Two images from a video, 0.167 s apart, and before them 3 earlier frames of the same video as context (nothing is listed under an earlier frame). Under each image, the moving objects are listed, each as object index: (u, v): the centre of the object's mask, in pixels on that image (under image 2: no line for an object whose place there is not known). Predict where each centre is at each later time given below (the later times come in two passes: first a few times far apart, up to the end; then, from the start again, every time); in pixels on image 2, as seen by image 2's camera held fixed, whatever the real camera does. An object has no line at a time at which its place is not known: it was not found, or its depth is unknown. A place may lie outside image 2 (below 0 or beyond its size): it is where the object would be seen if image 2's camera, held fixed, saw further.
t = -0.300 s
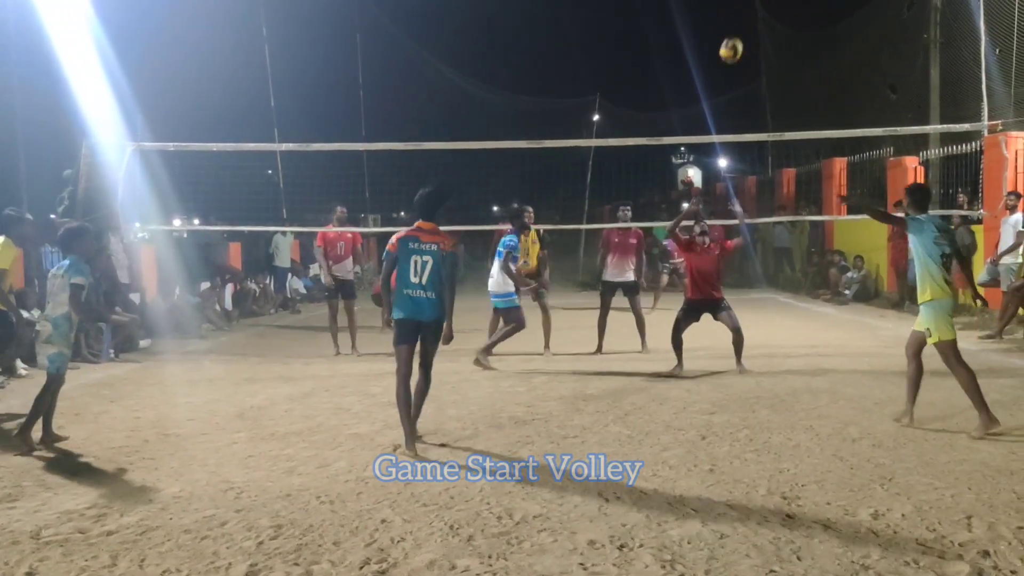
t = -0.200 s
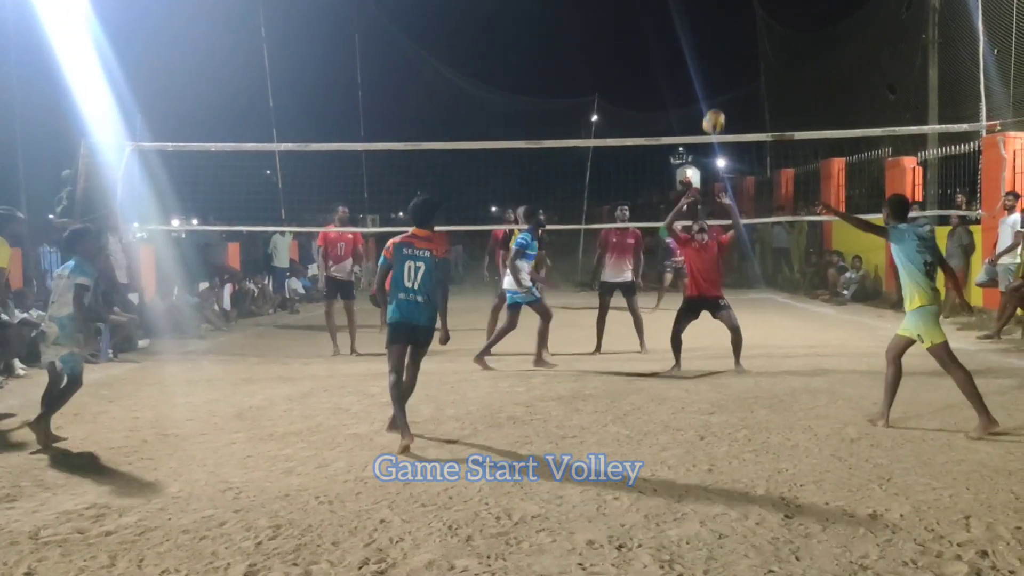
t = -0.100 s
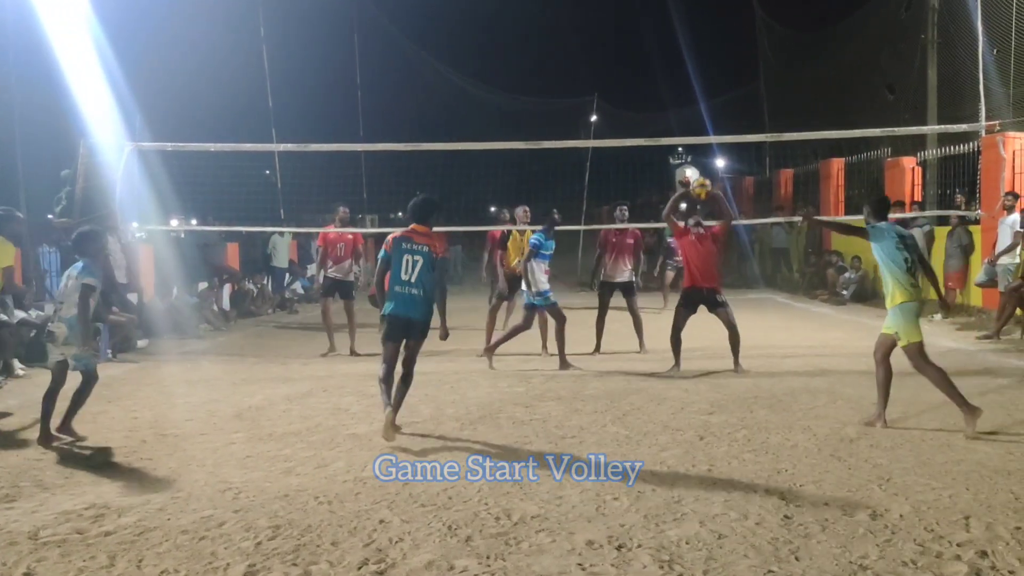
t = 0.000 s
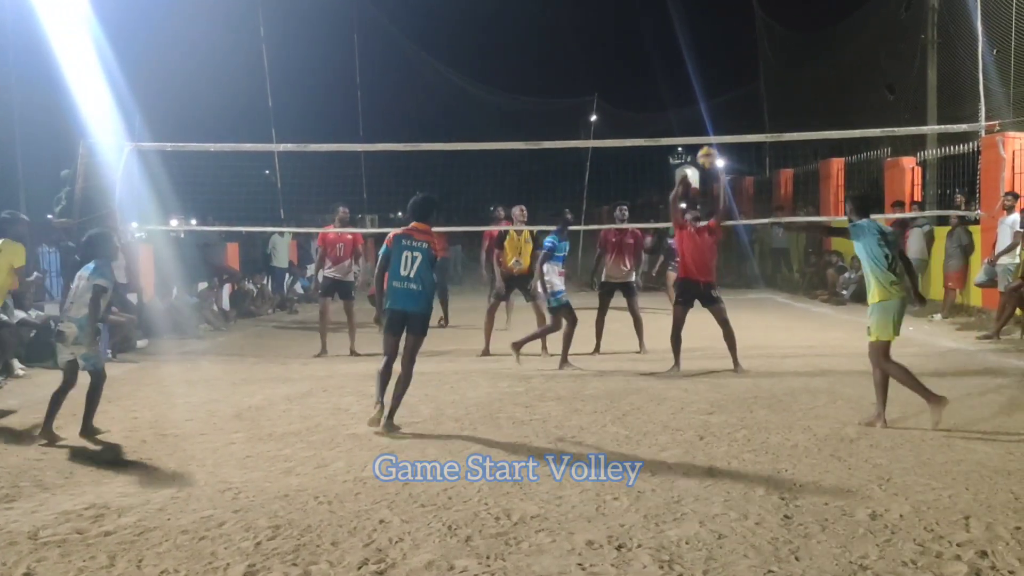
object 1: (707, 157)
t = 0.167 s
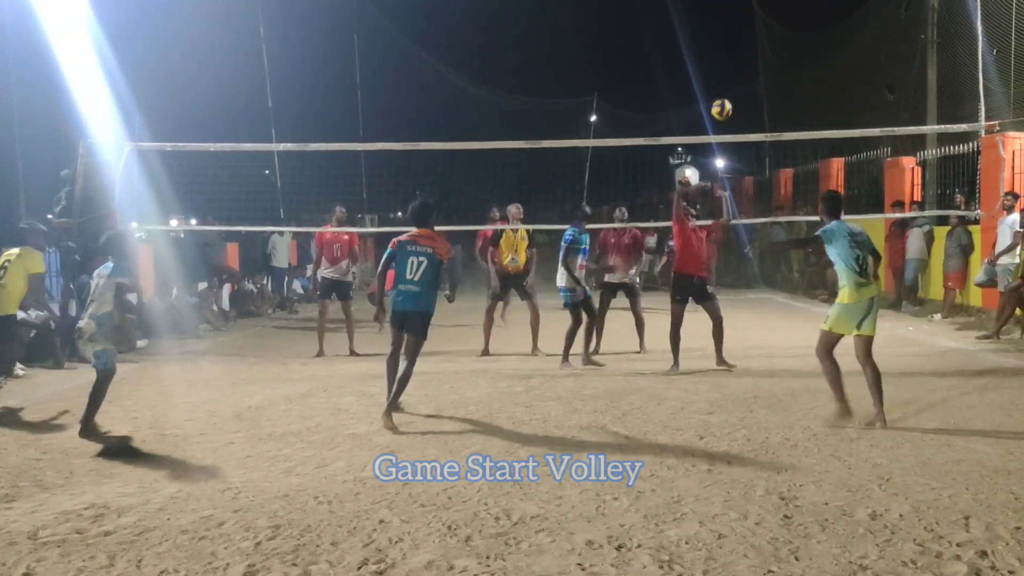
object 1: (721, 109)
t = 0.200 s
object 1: (724, 103)
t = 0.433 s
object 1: (742, 90)
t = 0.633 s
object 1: (755, 116)
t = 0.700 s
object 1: (759, 129)
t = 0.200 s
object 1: (724, 103)
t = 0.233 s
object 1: (727, 98)
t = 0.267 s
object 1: (729, 94)
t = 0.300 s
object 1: (732, 91)
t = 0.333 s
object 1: (735, 89)
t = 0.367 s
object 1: (737, 88)
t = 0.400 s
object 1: (740, 89)
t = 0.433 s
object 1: (742, 90)
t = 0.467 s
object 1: (744, 92)
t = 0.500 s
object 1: (746, 95)
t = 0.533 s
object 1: (748, 99)
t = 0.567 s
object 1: (751, 104)
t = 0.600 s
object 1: (753, 109)
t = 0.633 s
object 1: (755, 116)
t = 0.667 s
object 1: (756, 123)
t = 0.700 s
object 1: (759, 129)
